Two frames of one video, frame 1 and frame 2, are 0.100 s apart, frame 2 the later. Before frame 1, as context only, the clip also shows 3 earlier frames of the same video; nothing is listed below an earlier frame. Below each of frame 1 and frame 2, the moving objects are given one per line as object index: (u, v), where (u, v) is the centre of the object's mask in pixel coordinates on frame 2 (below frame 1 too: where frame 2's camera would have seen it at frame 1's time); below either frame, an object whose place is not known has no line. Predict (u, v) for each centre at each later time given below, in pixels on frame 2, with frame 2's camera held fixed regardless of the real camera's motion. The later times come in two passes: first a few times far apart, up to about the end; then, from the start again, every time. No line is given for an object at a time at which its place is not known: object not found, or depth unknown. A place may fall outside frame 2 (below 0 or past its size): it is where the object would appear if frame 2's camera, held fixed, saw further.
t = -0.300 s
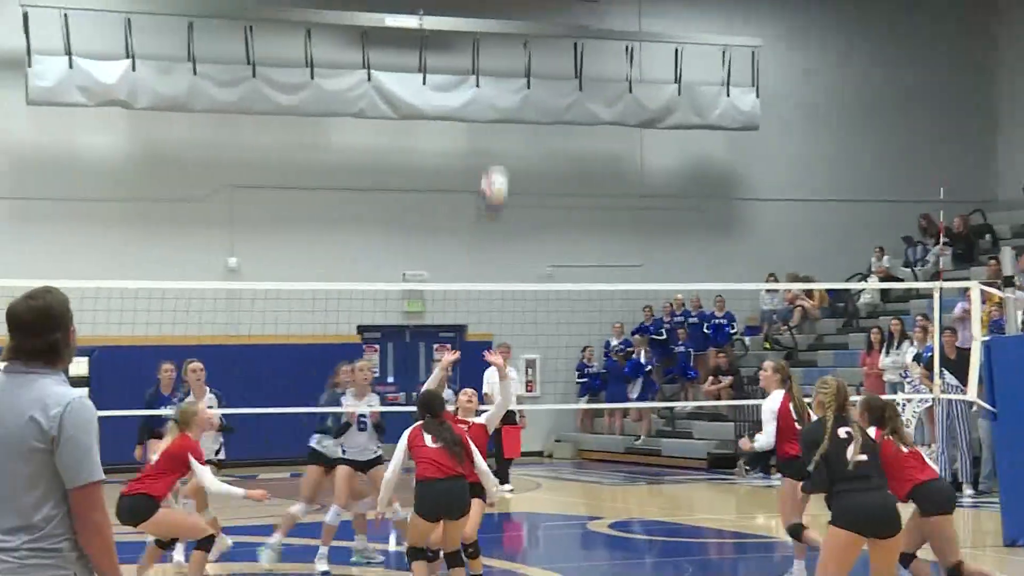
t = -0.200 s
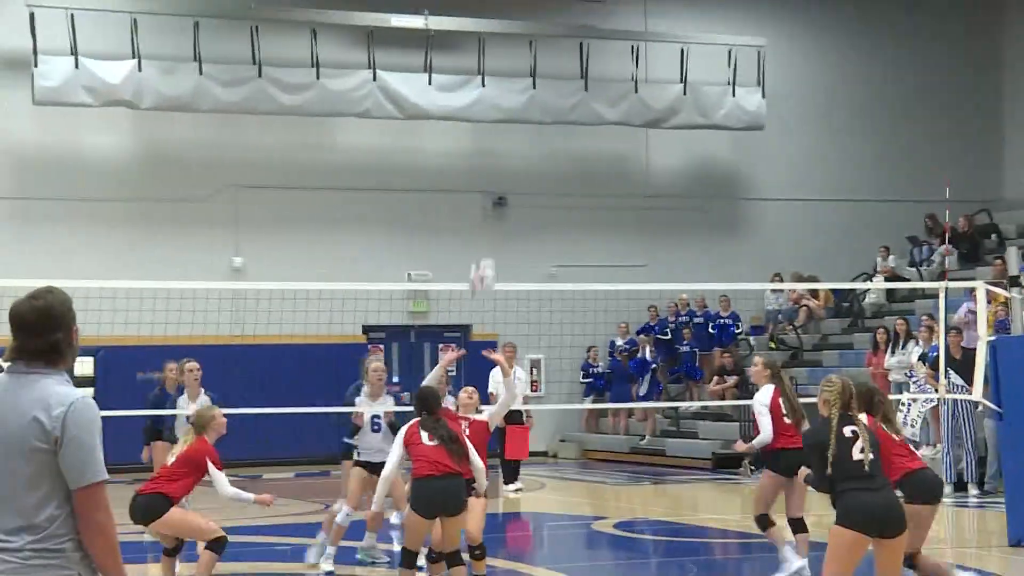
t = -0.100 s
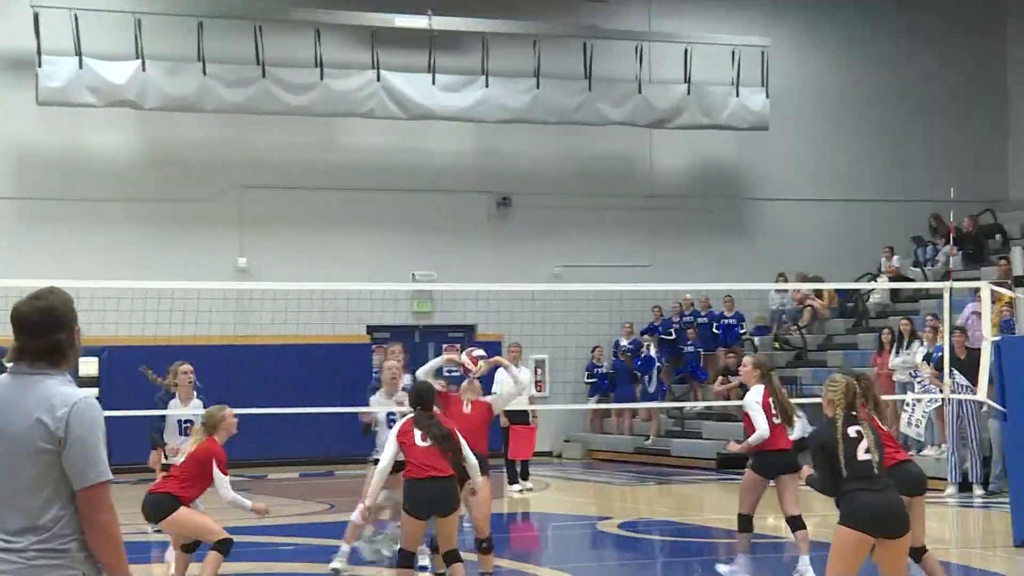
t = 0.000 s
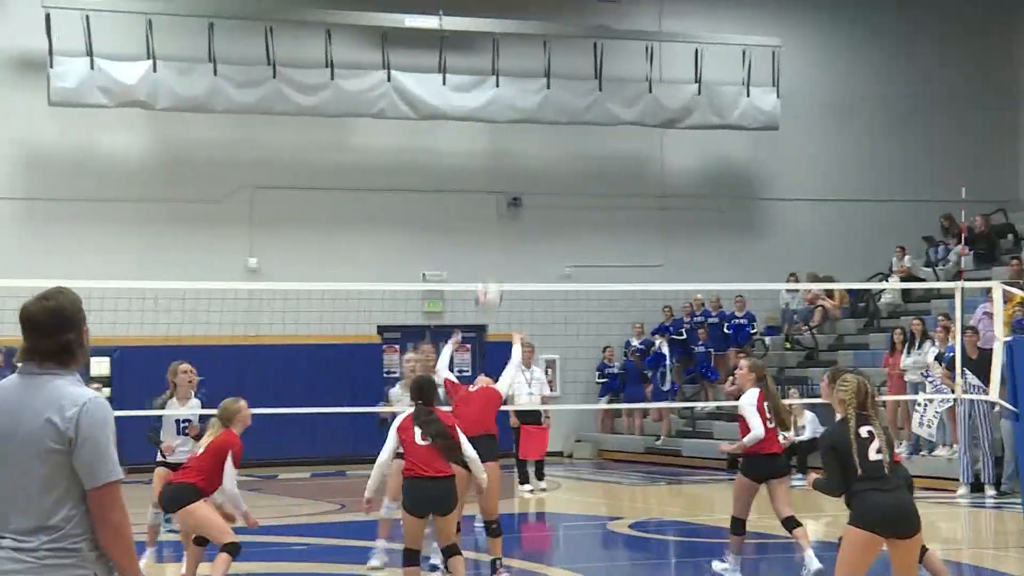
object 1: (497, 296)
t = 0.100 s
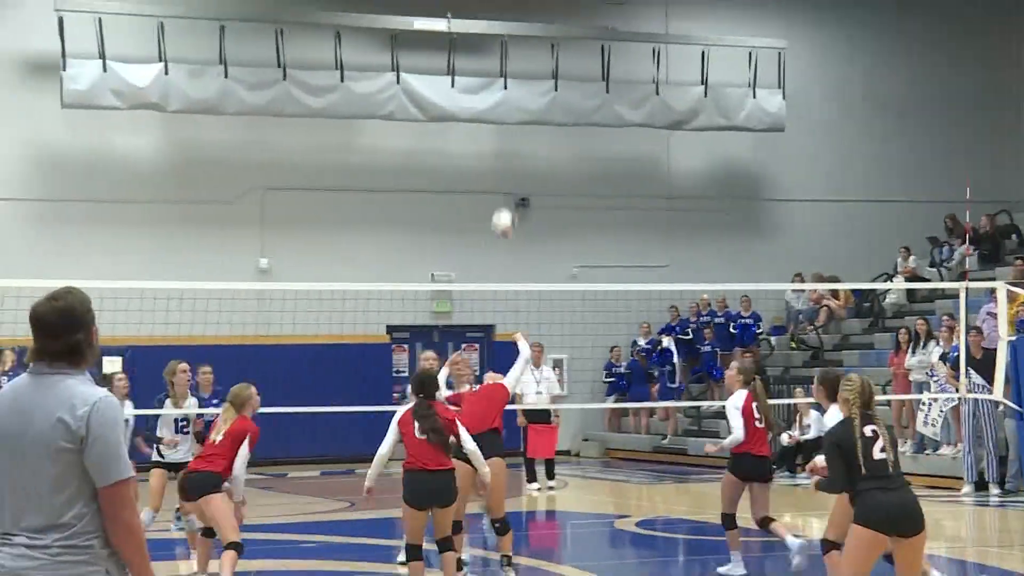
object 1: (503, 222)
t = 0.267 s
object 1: (515, 140)
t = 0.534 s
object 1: (529, 96)
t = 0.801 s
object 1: (539, 128)
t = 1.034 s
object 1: (549, 210)
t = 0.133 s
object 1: (507, 203)
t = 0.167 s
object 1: (510, 184)
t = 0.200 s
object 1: (511, 168)
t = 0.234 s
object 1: (513, 152)
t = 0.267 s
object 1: (515, 140)
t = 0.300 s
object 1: (516, 129)
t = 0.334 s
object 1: (518, 120)
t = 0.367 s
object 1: (520, 113)
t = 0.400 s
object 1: (522, 106)
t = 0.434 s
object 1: (524, 102)
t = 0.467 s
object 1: (525, 99)
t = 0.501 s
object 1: (527, 97)
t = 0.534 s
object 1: (529, 96)
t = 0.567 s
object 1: (530, 96)
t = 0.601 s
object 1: (531, 97)
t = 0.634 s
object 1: (533, 100)
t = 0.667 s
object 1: (534, 103)
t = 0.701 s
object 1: (534, 108)
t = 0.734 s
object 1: (536, 114)
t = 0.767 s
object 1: (537, 120)
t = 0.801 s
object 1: (539, 128)
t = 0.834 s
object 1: (540, 136)
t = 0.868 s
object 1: (542, 146)
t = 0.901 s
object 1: (544, 160)
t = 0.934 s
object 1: (545, 171)
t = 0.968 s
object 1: (547, 184)
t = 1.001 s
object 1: (548, 196)
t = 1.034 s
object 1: (549, 210)
